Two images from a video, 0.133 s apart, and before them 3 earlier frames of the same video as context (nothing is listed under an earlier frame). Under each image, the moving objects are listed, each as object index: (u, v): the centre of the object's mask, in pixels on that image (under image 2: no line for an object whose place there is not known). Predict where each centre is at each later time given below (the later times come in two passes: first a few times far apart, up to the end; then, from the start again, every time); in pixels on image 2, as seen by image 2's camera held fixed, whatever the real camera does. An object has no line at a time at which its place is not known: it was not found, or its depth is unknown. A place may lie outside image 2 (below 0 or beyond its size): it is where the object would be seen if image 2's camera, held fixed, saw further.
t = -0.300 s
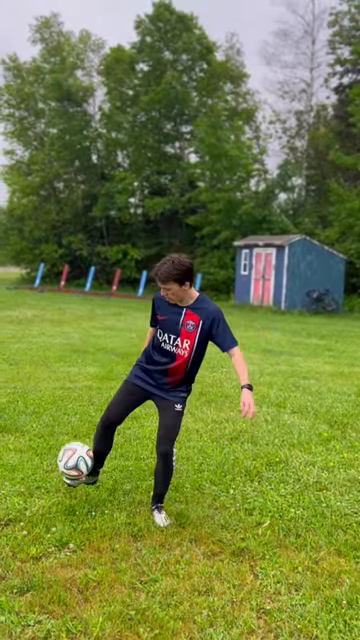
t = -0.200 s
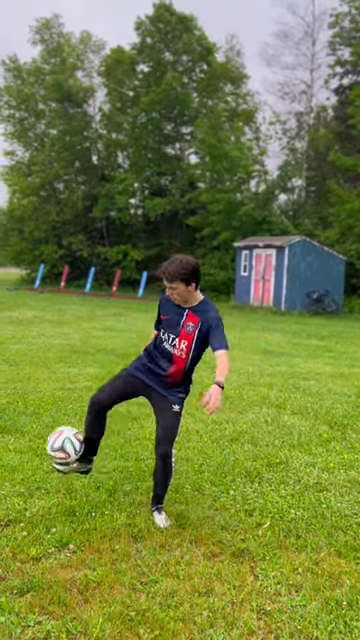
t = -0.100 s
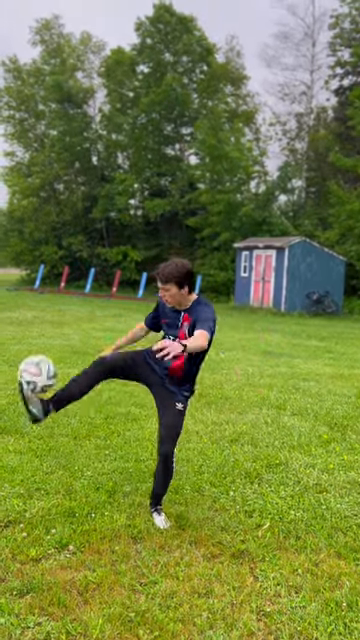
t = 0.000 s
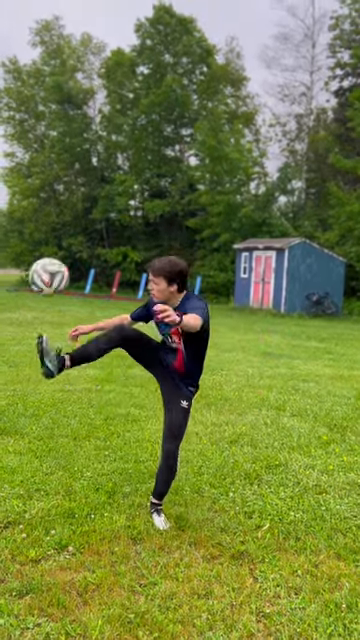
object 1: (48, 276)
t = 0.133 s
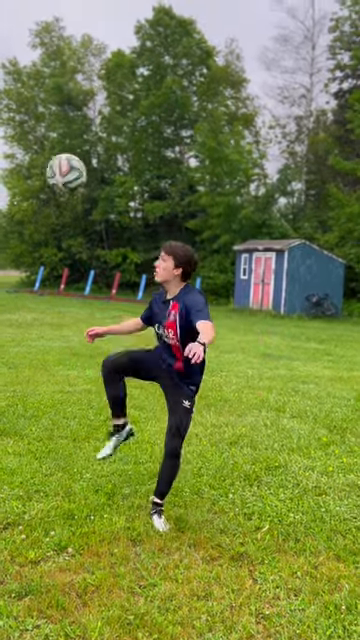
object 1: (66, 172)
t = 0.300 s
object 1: (88, 86)
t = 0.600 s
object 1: (122, 57)
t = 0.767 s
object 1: (136, 110)
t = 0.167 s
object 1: (70, 150)
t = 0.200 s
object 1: (75, 131)
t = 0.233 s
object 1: (79, 114)
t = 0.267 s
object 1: (84, 99)
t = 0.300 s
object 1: (88, 86)
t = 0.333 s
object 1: (92, 75)
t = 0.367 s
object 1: (95, 65)
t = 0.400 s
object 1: (99, 61)
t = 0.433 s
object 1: (103, 56)
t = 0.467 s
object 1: (105, 51)
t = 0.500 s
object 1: (110, 50)
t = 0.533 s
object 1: (112, 51)
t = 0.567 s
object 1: (118, 53)
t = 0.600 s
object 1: (122, 57)
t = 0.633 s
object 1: (122, 64)
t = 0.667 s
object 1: (126, 72)
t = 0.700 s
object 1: (130, 83)
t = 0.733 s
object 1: (133, 96)
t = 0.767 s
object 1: (136, 110)
